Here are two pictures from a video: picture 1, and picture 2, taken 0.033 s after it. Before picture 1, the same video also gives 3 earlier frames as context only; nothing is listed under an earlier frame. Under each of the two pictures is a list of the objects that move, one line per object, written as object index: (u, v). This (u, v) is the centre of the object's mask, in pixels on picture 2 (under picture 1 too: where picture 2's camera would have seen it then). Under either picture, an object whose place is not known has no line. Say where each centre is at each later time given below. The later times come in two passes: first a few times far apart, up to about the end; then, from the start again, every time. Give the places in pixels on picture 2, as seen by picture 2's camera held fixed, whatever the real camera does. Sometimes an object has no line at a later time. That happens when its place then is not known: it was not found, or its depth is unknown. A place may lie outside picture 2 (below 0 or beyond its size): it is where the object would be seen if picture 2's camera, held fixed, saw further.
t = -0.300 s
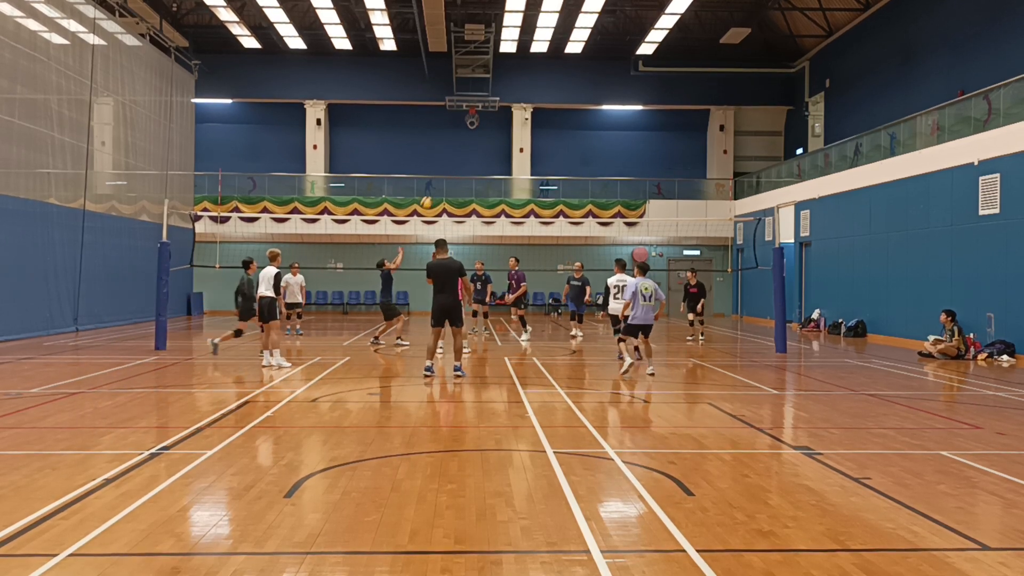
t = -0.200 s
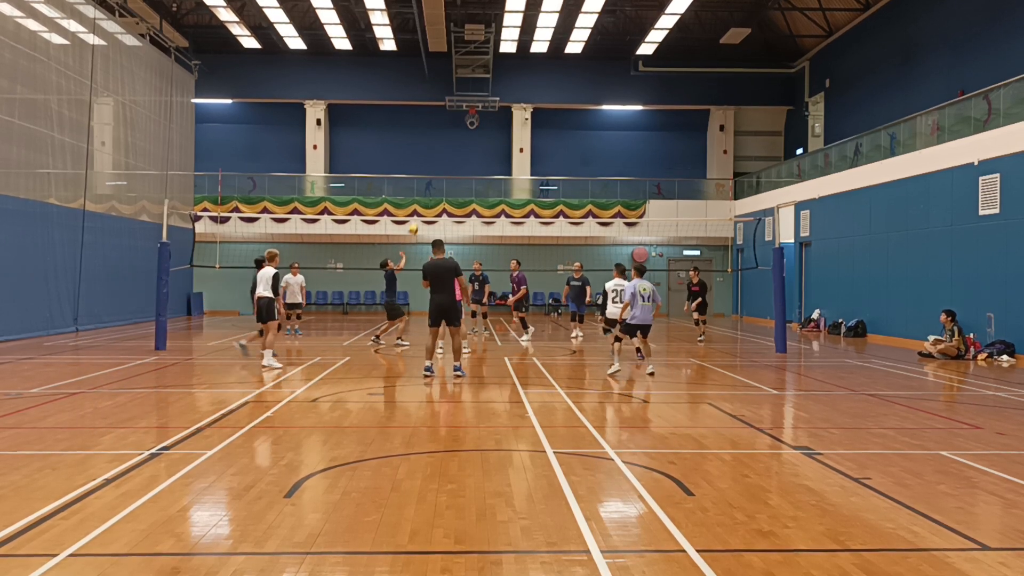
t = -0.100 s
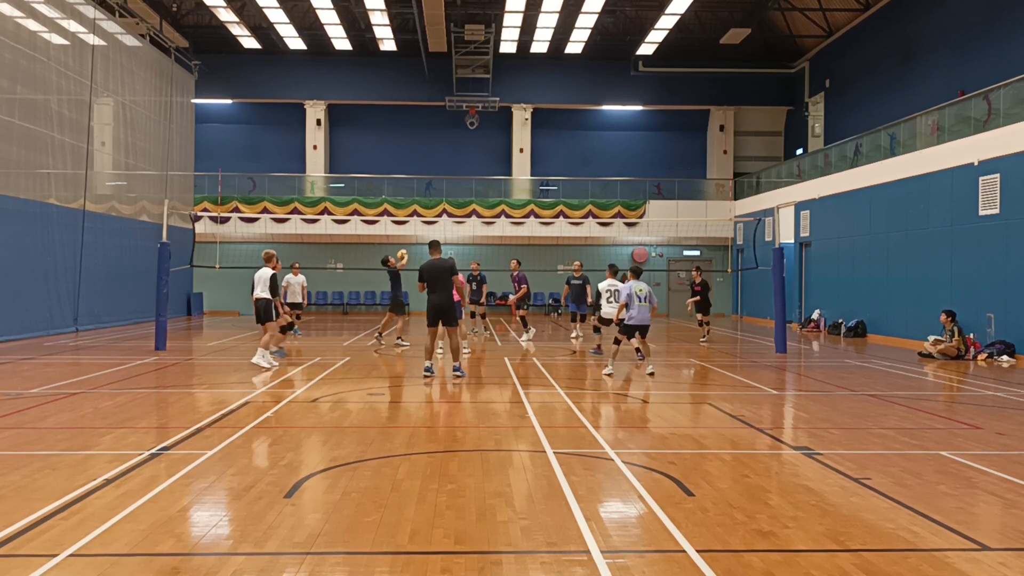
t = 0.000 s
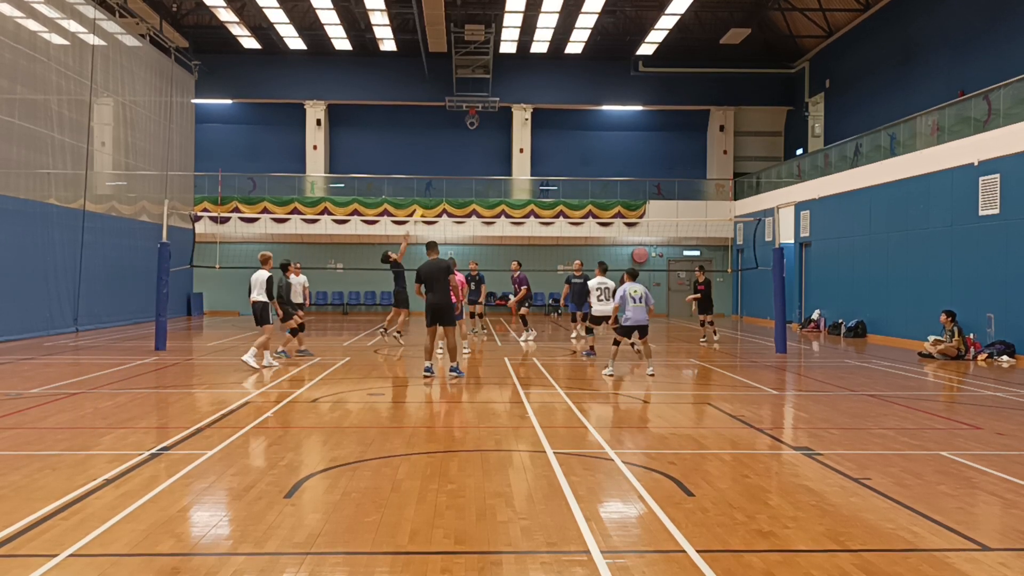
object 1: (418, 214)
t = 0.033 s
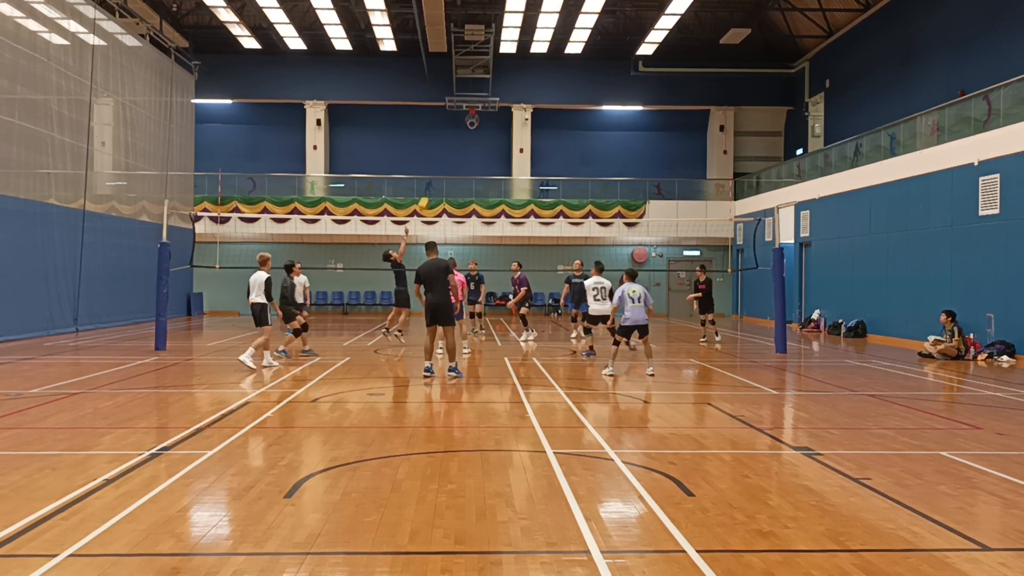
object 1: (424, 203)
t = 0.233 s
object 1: (457, 142)
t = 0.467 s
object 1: (495, 96)
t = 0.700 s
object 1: (533, 79)
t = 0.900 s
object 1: (564, 87)
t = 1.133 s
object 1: (599, 122)
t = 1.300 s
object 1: (623, 162)
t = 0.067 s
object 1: (429, 193)
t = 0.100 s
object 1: (435, 181)
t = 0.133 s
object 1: (440, 170)
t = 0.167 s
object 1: (446, 160)
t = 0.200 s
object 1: (451, 151)
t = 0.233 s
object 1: (457, 142)
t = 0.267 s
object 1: (462, 134)
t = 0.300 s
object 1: (468, 126)
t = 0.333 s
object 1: (473, 120)
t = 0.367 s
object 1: (479, 112)
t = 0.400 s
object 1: (484, 106)
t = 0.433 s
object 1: (490, 101)
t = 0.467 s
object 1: (495, 96)
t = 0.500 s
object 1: (501, 92)
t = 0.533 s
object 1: (506, 88)
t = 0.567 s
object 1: (512, 85)
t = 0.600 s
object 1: (517, 83)
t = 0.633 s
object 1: (523, 81)
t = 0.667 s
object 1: (528, 80)
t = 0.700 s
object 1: (533, 79)
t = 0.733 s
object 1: (538, 79)
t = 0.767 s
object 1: (544, 80)
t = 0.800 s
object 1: (549, 80)
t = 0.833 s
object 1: (554, 82)
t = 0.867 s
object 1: (559, 84)
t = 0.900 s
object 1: (564, 87)
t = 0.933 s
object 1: (569, 90)
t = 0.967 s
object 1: (574, 94)
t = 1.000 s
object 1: (579, 98)
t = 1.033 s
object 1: (584, 103)
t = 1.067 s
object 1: (589, 109)
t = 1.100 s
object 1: (594, 115)
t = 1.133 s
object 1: (599, 122)
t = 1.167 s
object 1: (604, 128)
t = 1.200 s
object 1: (608, 136)
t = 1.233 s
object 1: (613, 144)
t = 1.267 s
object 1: (618, 153)
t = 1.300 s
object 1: (623, 162)
